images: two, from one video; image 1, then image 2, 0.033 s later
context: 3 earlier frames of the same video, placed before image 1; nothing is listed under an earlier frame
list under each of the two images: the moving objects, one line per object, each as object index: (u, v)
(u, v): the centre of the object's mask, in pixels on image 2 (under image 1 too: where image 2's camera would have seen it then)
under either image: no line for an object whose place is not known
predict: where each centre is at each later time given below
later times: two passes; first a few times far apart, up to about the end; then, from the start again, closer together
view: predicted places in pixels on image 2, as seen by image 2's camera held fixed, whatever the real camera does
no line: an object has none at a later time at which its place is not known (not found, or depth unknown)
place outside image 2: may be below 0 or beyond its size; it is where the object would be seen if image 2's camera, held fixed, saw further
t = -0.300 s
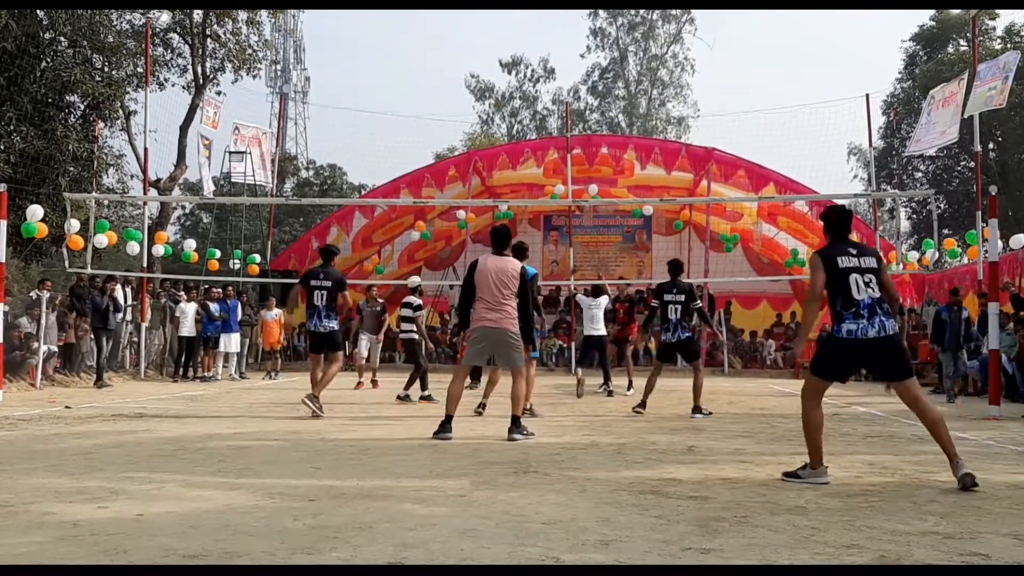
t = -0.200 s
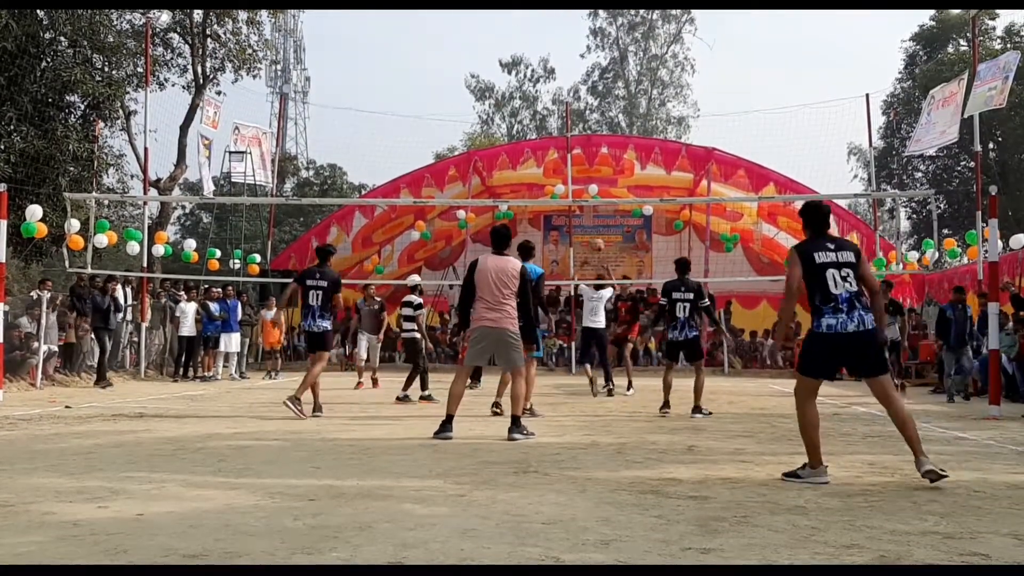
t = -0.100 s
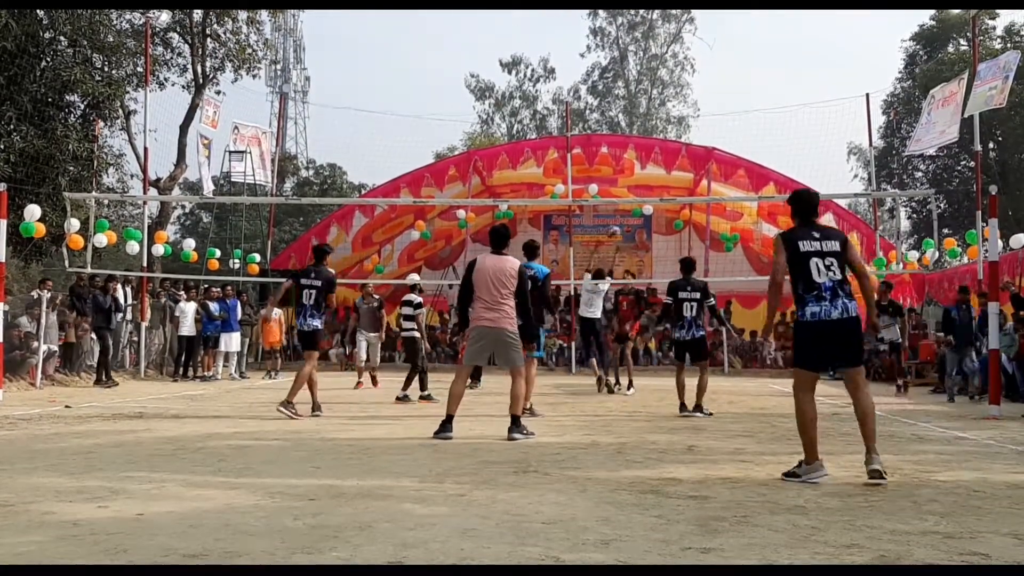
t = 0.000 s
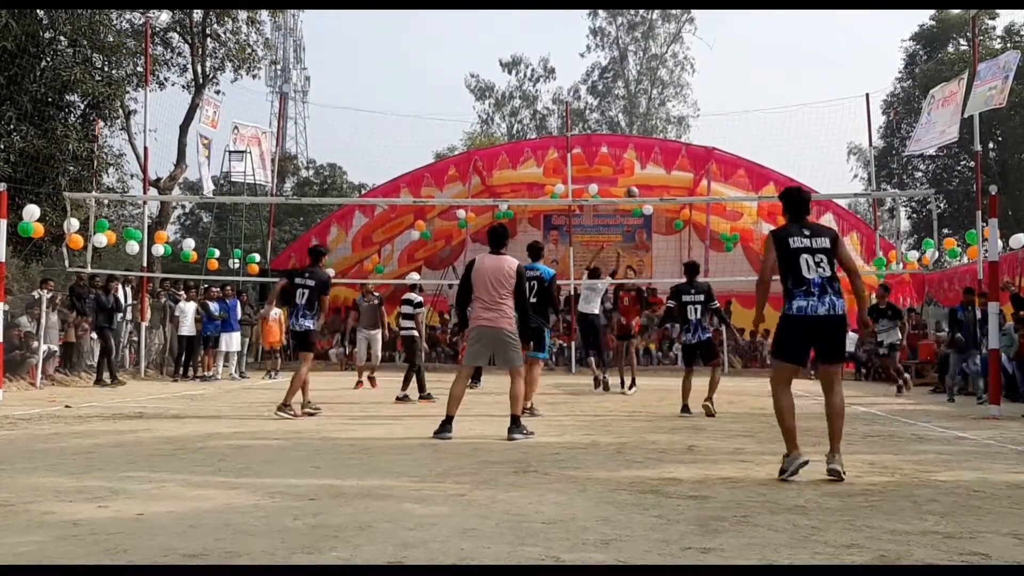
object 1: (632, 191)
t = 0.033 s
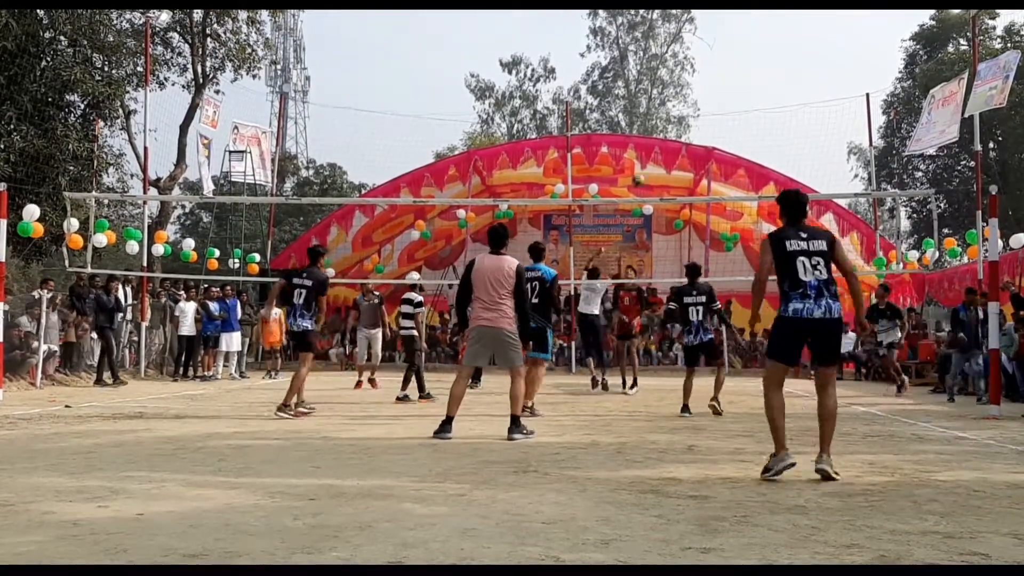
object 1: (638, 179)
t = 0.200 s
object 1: (666, 134)
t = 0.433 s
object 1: (710, 93)
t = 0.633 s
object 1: (745, 87)
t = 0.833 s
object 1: (784, 119)
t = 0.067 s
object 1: (643, 167)
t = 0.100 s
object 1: (650, 157)
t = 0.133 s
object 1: (656, 147)
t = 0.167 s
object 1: (660, 142)
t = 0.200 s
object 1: (666, 134)
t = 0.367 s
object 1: (699, 98)
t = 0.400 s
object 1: (704, 96)
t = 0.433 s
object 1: (710, 93)
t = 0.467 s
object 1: (717, 90)
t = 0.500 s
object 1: (724, 86)
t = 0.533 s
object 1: (727, 84)
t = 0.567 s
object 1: (732, 84)
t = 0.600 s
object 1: (740, 86)
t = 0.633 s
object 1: (745, 87)
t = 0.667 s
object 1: (752, 91)
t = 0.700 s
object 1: (757, 94)
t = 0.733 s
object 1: (765, 99)
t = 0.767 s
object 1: (771, 103)
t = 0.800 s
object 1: (777, 111)
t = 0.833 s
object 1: (784, 119)
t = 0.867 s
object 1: (791, 126)
